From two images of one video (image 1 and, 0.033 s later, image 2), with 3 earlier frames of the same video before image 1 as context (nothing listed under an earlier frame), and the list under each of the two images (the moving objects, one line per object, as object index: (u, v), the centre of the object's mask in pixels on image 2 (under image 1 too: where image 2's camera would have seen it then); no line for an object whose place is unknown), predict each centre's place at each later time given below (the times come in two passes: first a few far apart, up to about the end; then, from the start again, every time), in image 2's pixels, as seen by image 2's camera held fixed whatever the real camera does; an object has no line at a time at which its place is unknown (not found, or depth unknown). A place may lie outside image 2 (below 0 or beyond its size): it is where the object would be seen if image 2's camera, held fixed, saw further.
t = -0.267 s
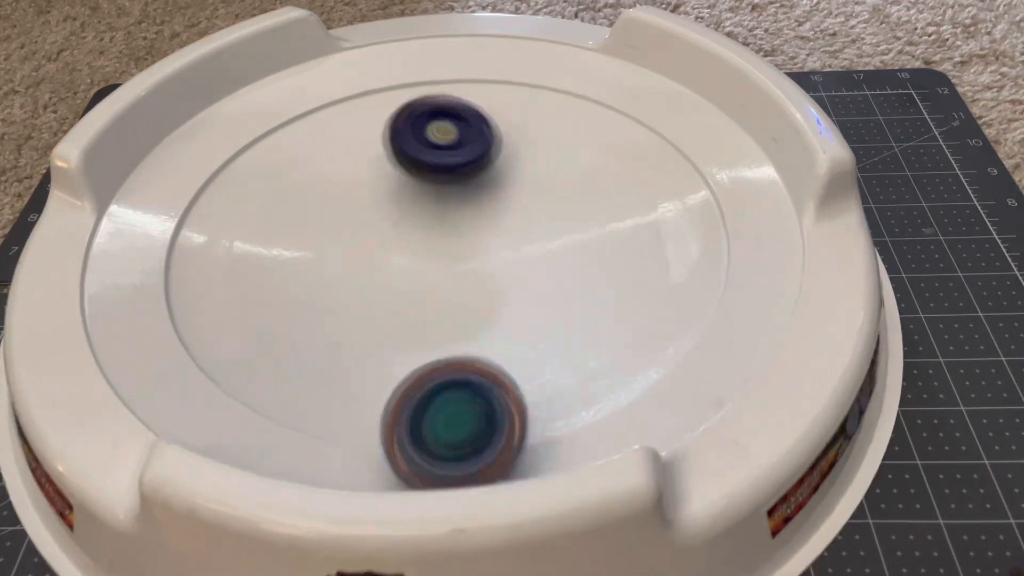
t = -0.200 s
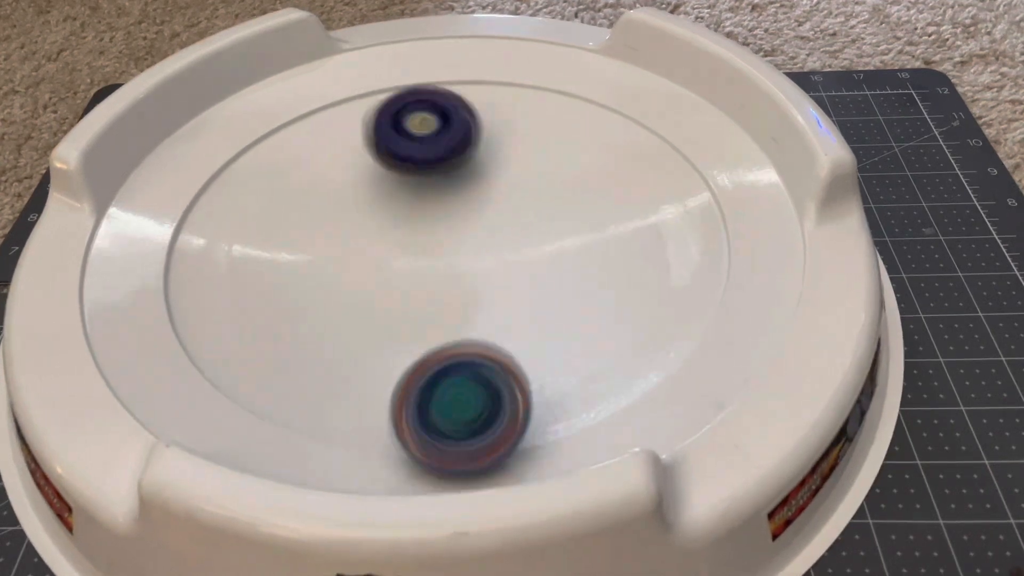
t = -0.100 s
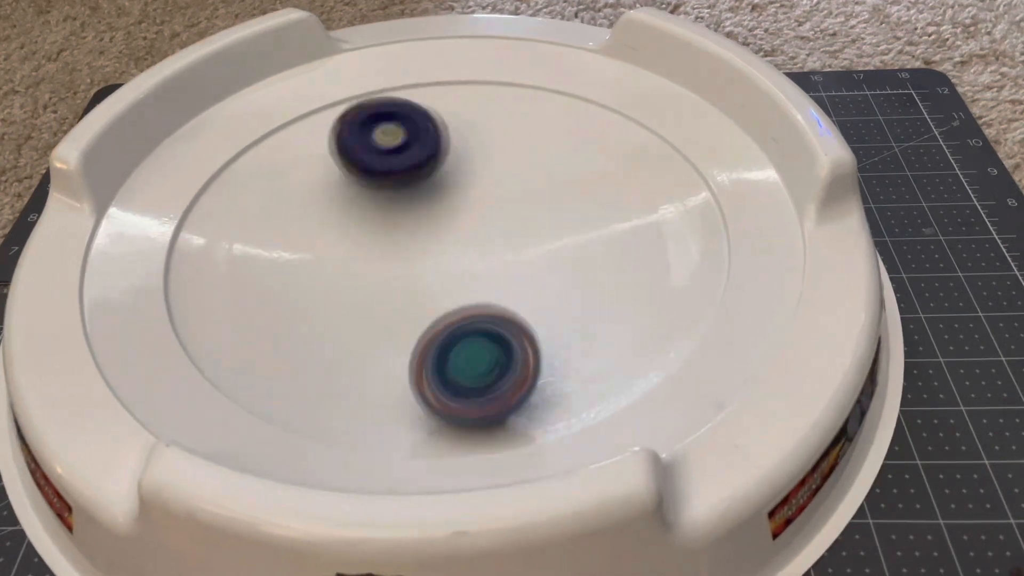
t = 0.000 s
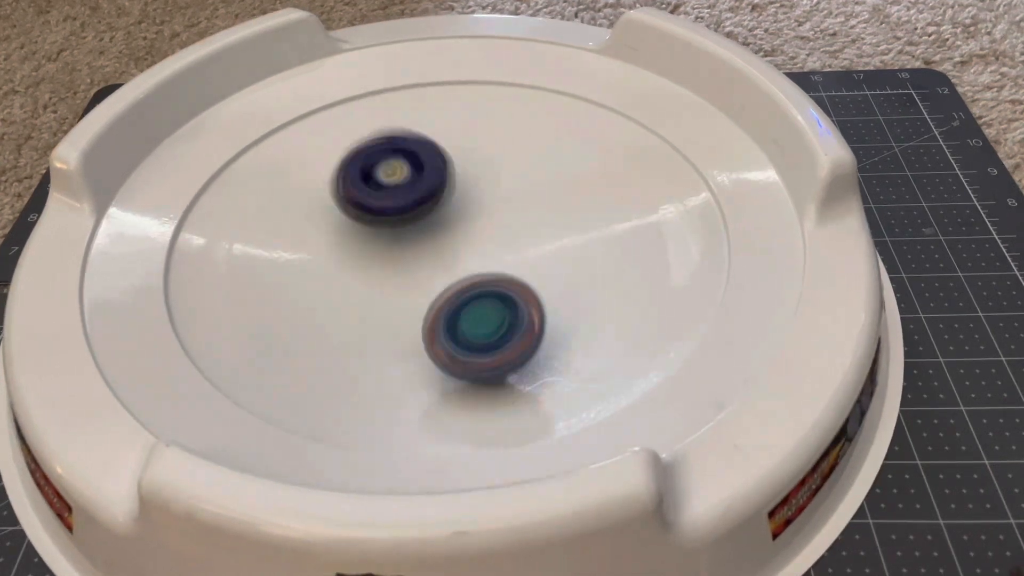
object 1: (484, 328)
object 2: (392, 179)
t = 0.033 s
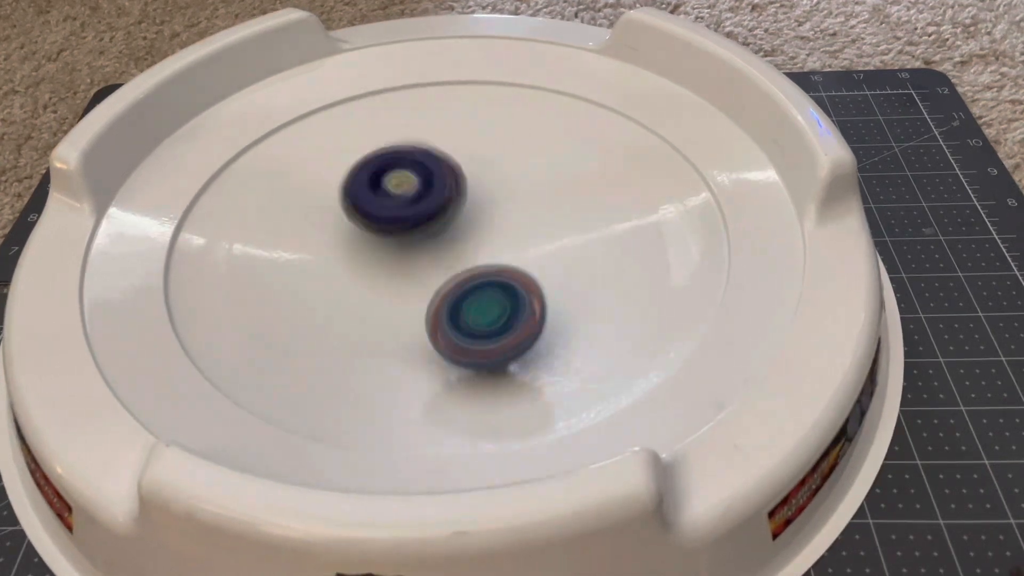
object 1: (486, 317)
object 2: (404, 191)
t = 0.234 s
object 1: (496, 322)
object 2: (482, 223)
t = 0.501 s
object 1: (496, 329)
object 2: (582, 237)
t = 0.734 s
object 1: (478, 318)
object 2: (565, 233)
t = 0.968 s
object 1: (451, 307)
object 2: (495, 205)
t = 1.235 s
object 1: (471, 284)
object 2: (399, 196)
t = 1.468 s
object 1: (508, 281)
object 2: (407, 243)
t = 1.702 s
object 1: (656, 251)
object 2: (436, 213)
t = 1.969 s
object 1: (508, 206)
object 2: (388, 171)
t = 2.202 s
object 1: (477, 286)
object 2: (379, 156)
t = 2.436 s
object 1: (486, 274)
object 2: (405, 179)
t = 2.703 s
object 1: (464, 261)
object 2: (401, 204)
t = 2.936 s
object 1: (442, 270)
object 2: (371, 226)
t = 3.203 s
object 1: (464, 272)
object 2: (364, 230)
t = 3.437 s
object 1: (471, 274)
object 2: (386, 231)
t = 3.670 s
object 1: (516, 277)
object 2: (370, 220)
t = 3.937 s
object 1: (496, 275)
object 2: (405, 228)
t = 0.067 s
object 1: (488, 308)
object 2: (412, 200)
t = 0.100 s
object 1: (491, 300)
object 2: (424, 210)
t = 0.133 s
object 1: (493, 294)
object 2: (436, 216)
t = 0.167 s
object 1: (492, 296)
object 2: (449, 220)
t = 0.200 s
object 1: (494, 316)
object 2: (469, 220)
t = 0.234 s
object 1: (496, 322)
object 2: (482, 223)
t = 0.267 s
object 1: (497, 331)
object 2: (498, 226)
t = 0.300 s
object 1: (496, 335)
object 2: (510, 229)
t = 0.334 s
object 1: (497, 334)
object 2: (524, 230)
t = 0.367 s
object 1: (497, 333)
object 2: (536, 233)
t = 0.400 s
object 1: (497, 333)
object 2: (549, 234)
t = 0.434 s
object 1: (497, 332)
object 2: (559, 236)
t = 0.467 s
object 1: (497, 330)
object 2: (573, 236)
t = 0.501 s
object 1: (496, 329)
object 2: (582, 237)
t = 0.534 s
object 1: (494, 328)
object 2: (592, 235)
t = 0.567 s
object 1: (492, 327)
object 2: (594, 235)
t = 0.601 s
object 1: (489, 326)
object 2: (596, 234)
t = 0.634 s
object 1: (486, 324)
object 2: (591, 233)
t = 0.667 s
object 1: (483, 323)
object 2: (587, 232)
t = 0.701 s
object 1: (480, 321)
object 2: (577, 232)
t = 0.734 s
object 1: (478, 318)
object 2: (565, 233)
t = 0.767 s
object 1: (475, 315)
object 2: (548, 236)
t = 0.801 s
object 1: (473, 311)
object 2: (532, 239)
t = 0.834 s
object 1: (464, 313)
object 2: (525, 235)
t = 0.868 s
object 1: (456, 313)
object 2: (519, 229)
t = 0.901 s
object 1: (451, 314)
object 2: (512, 219)
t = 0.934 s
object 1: (450, 310)
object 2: (503, 211)
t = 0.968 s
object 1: (451, 307)
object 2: (495, 205)
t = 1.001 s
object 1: (453, 303)
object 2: (482, 199)
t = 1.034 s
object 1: (455, 301)
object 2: (472, 195)
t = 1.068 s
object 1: (457, 298)
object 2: (458, 191)
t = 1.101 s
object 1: (459, 294)
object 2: (447, 189)
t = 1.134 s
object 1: (462, 292)
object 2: (432, 189)
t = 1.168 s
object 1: (465, 289)
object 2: (423, 189)
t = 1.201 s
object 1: (468, 287)
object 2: (408, 192)
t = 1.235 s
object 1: (471, 284)
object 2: (399, 196)
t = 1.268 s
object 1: (474, 282)
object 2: (387, 201)
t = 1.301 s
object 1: (478, 280)
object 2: (384, 208)
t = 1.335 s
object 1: (482, 278)
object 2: (376, 217)
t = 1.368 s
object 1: (485, 276)
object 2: (379, 224)
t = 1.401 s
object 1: (489, 275)
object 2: (380, 235)
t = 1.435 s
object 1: (499, 275)
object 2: (391, 238)
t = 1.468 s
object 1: (508, 281)
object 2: (407, 243)
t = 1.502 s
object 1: (522, 285)
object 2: (419, 244)
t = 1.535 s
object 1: (534, 268)
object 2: (434, 245)
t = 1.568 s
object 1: (557, 279)
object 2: (441, 242)
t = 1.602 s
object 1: (588, 266)
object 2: (439, 231)
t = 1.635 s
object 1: (619, 264)
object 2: (440, 225)
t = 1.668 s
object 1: (644, 263)
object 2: (438, 220)
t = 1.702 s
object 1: (656, 251)
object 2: (436, 213)
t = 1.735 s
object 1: (657, 241)
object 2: (436, 206)
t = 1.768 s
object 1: (648, 227)
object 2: (435, 202)
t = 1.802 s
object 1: (631, 218)
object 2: (433, 197)
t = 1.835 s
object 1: (600, 207)
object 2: (436, 191)
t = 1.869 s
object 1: (561, 198)
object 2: (434, 190)
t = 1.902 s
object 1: (534, 194)
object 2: (416, 181)
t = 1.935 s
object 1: (522, 194)
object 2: (395, 174)
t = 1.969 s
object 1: (508, 206)
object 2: (388, 171)
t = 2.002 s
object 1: (492, 229)
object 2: (385, 168)
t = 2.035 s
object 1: (483, 241)
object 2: (383, 167)
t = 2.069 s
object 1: (478, 255)
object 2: (380, 167)
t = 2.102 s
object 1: (473, 268)
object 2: (373, 164)
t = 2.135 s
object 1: (472, 281)
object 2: (371, 159)
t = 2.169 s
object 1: (475, 286)
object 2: (376, 154)
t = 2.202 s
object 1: (477, 286)
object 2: (379, 156)
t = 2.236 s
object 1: (476, 284)
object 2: (379, 156)
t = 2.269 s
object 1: (477, 283)
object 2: (383, 156)
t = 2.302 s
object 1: (478, 282)
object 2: (393, 159)
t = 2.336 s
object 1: (480, 281)
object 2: (401, 166)
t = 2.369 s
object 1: (481, 278)
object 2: (403, 172)
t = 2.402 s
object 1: (483, 275)
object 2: (405, 174)
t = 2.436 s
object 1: (486, 274)
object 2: (405, 179)
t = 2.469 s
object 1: (487, 270)
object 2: (403, 183)
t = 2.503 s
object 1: (484, 265)
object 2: (406, 186)
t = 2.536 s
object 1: (480, 263)
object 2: (409, 191)
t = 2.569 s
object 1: (478, 263)
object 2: (404, 196)
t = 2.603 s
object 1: (476, 262)
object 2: (406, 197)
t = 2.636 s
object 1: (472, 262)
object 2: (406, 198)
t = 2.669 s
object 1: (469, 261)
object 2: (407, 201)
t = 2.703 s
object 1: (464, 261)
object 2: (401, 204)
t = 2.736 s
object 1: (460, 262)
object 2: (391, 207)
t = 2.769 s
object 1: (456, 263)
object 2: (383, 210)
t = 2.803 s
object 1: (453, 264)
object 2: (381, 212)
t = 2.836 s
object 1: (450, 265)
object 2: (377, 216)
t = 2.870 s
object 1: (446, 267)
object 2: (372, 219)
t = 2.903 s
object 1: (444, 268)
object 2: (369, 223)
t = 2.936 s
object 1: (442, 270)
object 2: (371, 226)
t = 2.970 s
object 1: (445, 271)
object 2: (366, 229)
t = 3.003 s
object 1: (449, 270)
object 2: (363, 230)
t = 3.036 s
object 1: (455, 269)
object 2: (359, 231)
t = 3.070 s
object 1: (463, 271)
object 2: (353, 229)
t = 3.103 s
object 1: (466, 271)
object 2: (356, 229)
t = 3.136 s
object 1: (465, 272)
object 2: (359, 227)
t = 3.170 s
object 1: (463, 273)
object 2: (366, 229)
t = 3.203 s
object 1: (464, 272)
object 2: (364, 230)
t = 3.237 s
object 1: (465, 273)
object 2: (364, 232)
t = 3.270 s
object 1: (465, 273)
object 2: (365, 235)
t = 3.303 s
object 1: (468, 273)
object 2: (365, 235)
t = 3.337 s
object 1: (469, 273)
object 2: (365, 235)
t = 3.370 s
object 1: (470, 273)
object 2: (369, 235)
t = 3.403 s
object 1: (471, 274)
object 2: (376, 231)
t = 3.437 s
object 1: (471, 274)
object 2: (386, 231)
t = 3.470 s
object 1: (477, 275)
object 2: (389, 230)
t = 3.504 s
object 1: (491, 278)
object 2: (384, 227)
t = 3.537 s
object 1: (501, 277)
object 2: (379, 224)
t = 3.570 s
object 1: (508, 276)
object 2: (375, 222)
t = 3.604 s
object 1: (512, 276)
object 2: (370, 223)
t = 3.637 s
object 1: (515, 277)
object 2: (367, 222)
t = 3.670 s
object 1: (516, 277)
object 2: (370, 220)
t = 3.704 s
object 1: (516, 277)
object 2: (377, 221)
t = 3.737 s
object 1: (514, 277)
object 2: (385, 220)
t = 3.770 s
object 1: (511, 276)
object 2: (393, 221)
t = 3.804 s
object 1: (506, 275)
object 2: (400, 223)
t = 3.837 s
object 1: (501, 274)
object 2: (404, 225)
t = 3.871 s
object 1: (497, 275)
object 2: (405, 227)
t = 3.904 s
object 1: (496, 276)
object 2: (405, 229)
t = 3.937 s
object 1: (496, 275)
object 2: (405, 228)
